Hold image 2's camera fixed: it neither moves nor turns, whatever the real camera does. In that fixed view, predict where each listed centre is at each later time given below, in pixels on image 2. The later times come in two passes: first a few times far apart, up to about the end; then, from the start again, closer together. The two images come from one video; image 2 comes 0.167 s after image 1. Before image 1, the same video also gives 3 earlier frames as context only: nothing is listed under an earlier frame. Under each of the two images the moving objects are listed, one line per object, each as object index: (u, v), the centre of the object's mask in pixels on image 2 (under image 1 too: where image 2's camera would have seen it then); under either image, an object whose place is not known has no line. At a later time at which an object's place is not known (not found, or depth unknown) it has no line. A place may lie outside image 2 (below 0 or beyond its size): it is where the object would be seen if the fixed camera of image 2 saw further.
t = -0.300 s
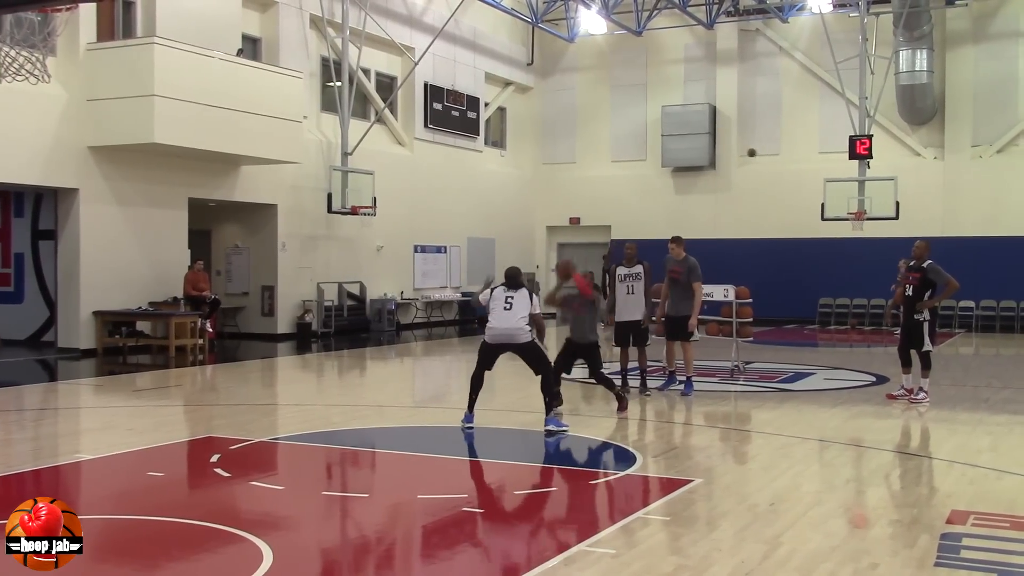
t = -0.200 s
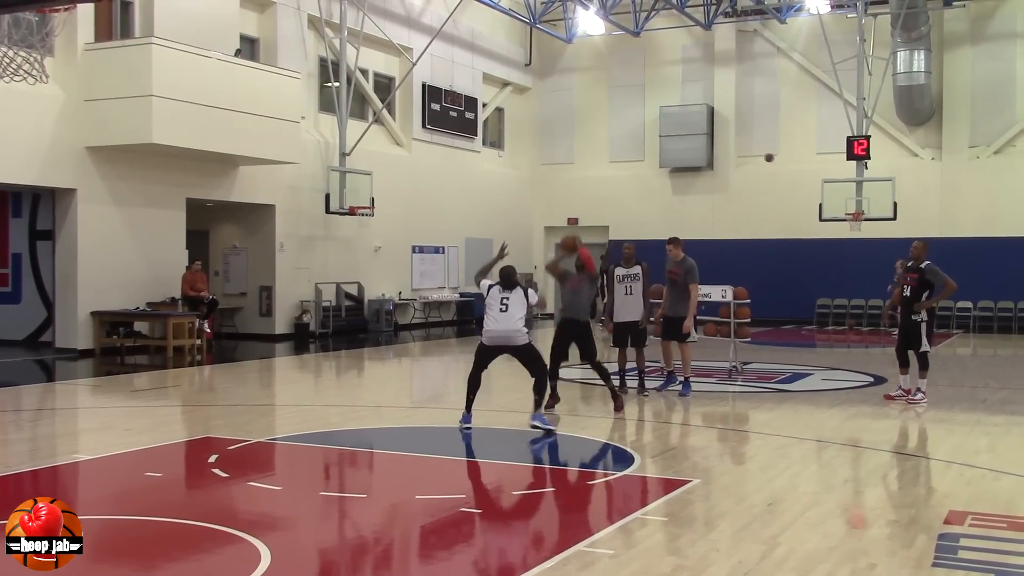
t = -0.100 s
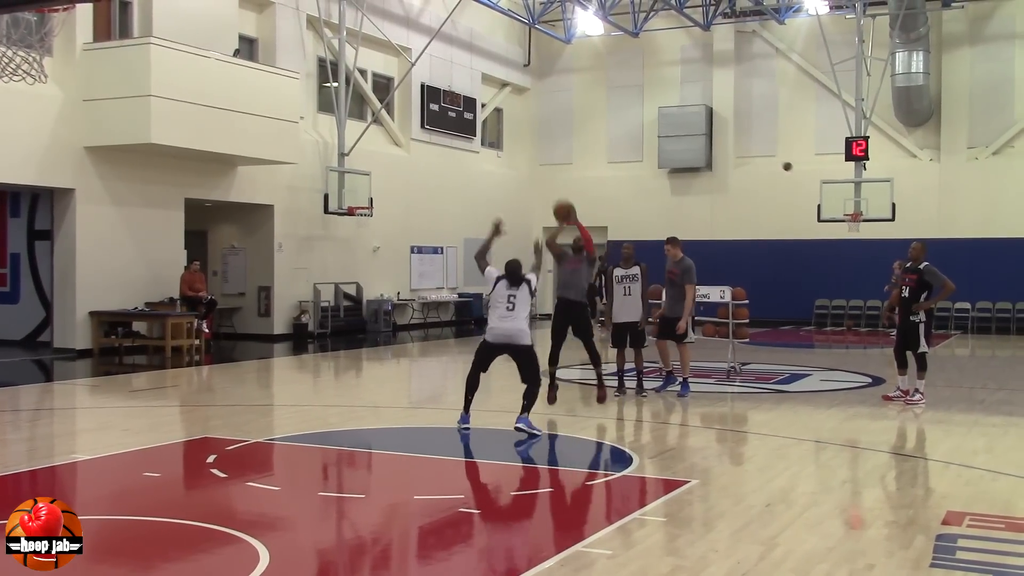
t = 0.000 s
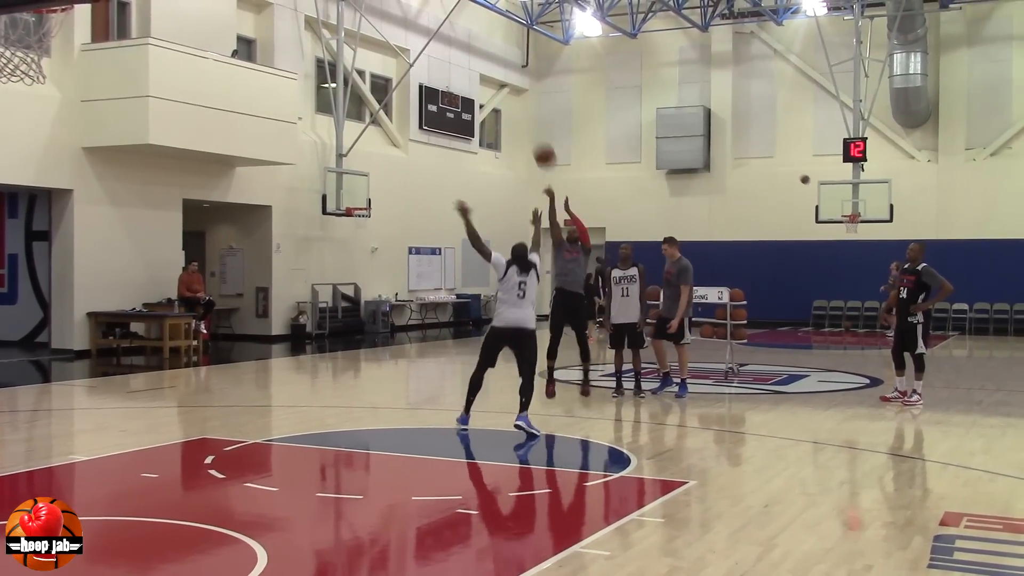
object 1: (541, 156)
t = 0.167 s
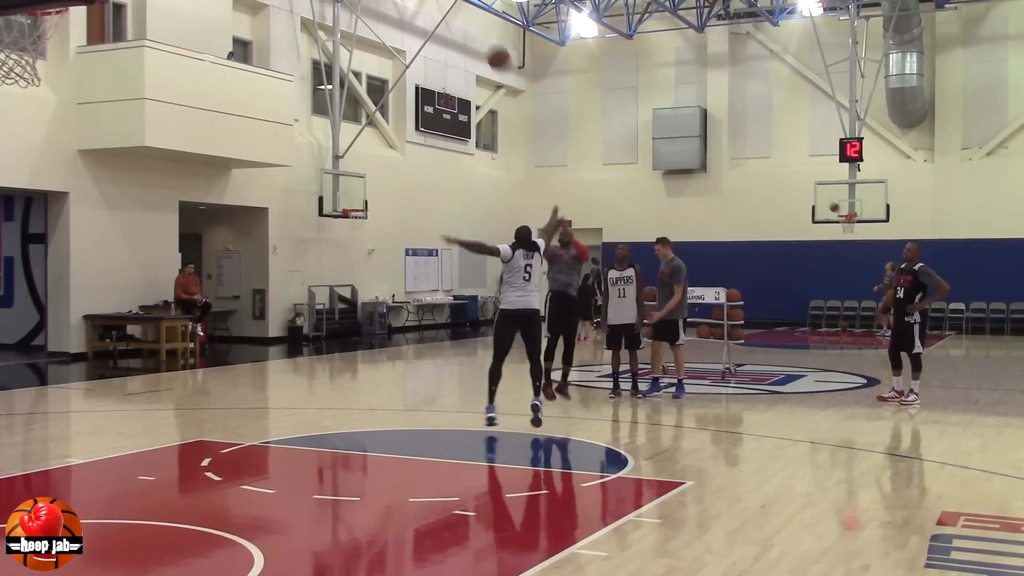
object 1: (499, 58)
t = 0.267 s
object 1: (469, 6)
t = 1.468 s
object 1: (30, 135)
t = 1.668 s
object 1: (107, 311)
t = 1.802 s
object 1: (150, 433)
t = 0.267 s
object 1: (469, 6)
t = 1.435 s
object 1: (23, 109)
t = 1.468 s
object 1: (30, 135)
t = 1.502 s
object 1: (40, 162)
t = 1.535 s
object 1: (56, 191)
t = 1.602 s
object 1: (82, 247)
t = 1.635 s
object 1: (95, 277)
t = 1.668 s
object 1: (107, 311)
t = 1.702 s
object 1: (118, 340)
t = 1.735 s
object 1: (130, 369)
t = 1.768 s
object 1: (140, 401)
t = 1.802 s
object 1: (150, 433)
